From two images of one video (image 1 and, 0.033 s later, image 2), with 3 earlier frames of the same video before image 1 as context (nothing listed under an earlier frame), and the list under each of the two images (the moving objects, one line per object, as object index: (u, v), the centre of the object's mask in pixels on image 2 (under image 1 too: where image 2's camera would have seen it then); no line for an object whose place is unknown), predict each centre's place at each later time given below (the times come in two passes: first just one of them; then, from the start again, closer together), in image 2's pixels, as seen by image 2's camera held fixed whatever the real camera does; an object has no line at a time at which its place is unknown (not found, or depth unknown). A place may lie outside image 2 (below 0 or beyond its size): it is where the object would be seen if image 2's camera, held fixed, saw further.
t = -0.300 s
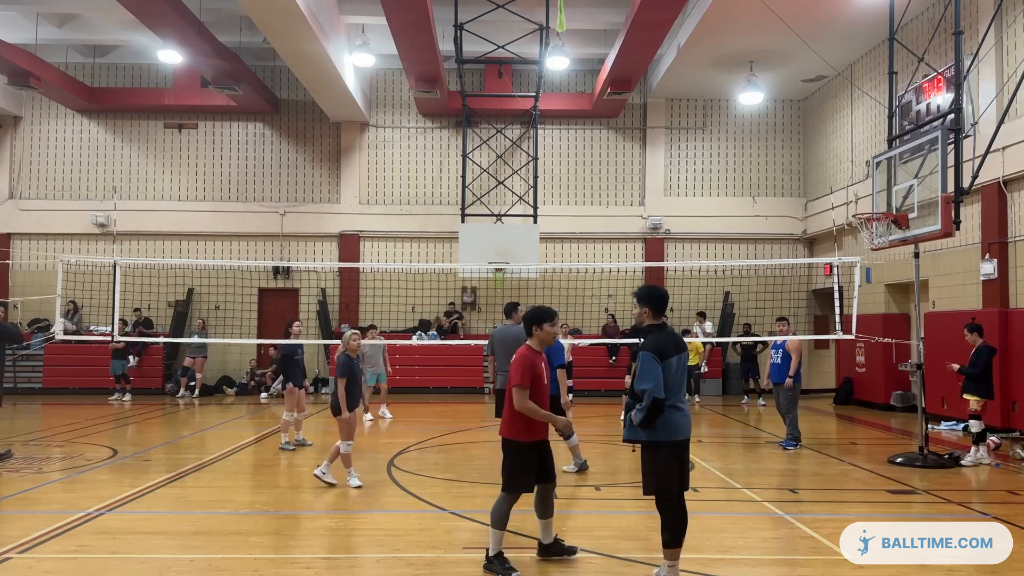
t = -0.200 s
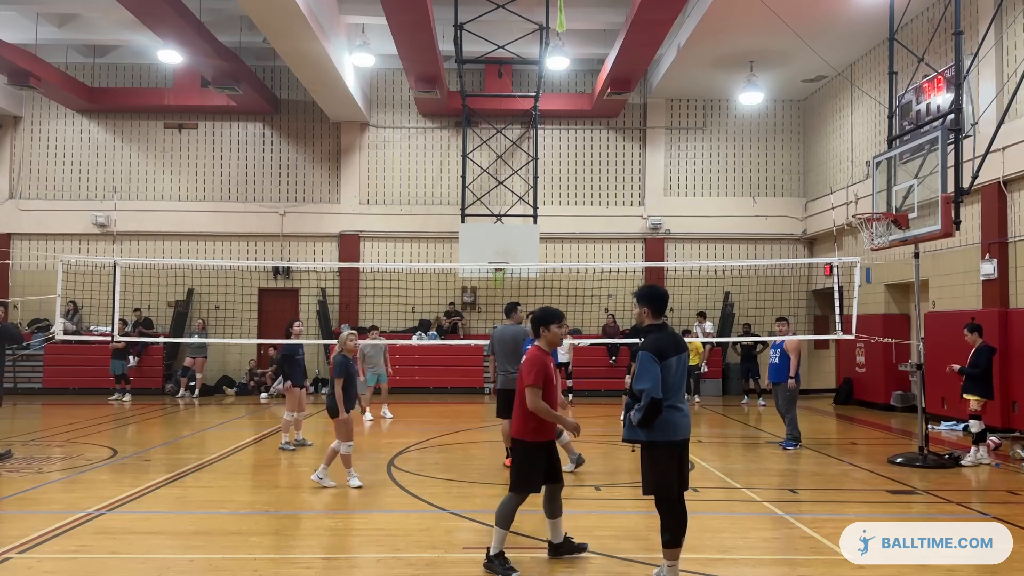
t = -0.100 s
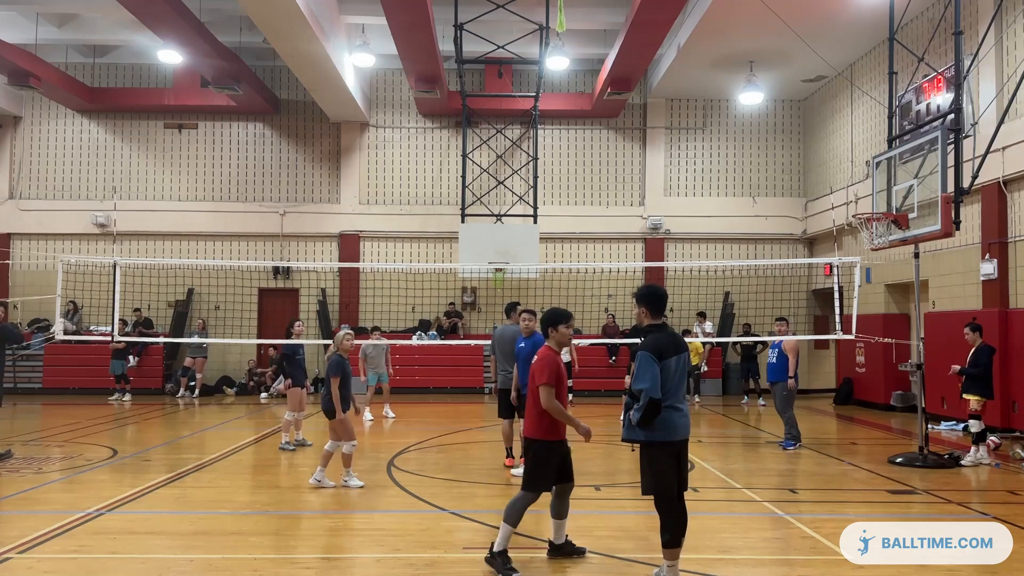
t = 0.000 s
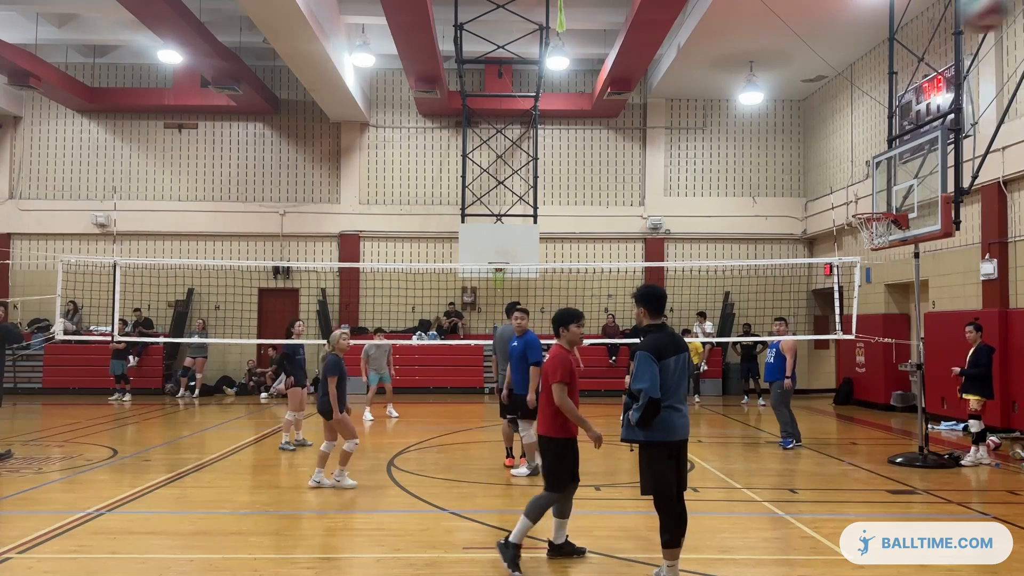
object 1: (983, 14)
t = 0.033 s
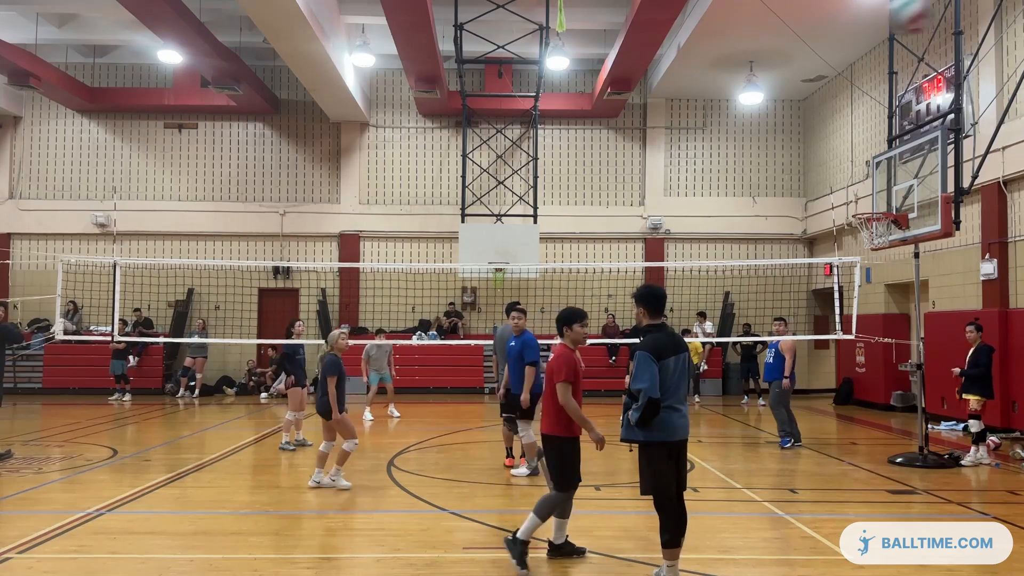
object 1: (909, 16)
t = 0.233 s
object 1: (651, 66)
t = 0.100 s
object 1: (795, 27)
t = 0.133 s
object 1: (750, 36)
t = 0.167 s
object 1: (711, 46)
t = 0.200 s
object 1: (679, 56)
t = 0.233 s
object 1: (651, 66)
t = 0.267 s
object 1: (626, 77)
